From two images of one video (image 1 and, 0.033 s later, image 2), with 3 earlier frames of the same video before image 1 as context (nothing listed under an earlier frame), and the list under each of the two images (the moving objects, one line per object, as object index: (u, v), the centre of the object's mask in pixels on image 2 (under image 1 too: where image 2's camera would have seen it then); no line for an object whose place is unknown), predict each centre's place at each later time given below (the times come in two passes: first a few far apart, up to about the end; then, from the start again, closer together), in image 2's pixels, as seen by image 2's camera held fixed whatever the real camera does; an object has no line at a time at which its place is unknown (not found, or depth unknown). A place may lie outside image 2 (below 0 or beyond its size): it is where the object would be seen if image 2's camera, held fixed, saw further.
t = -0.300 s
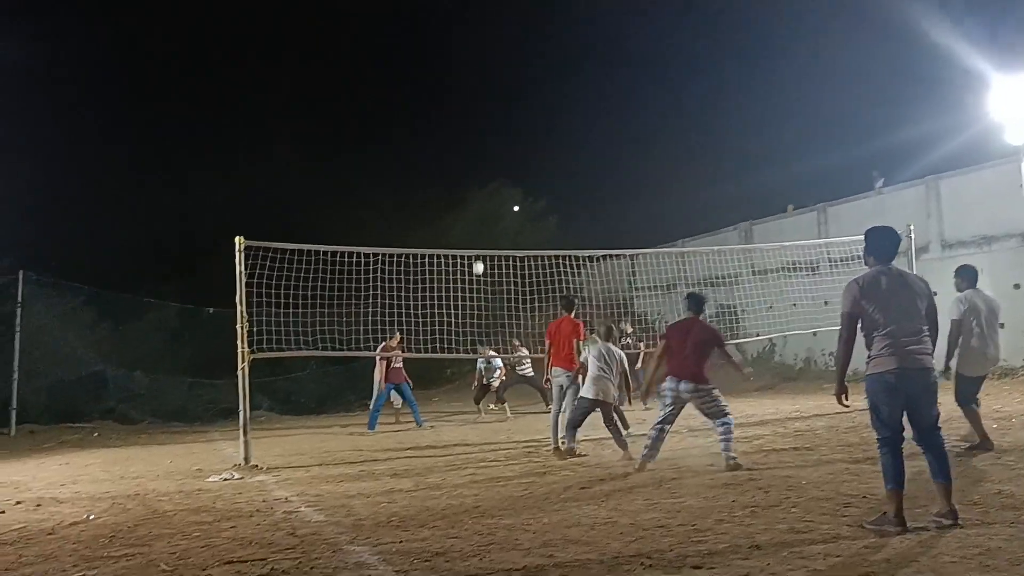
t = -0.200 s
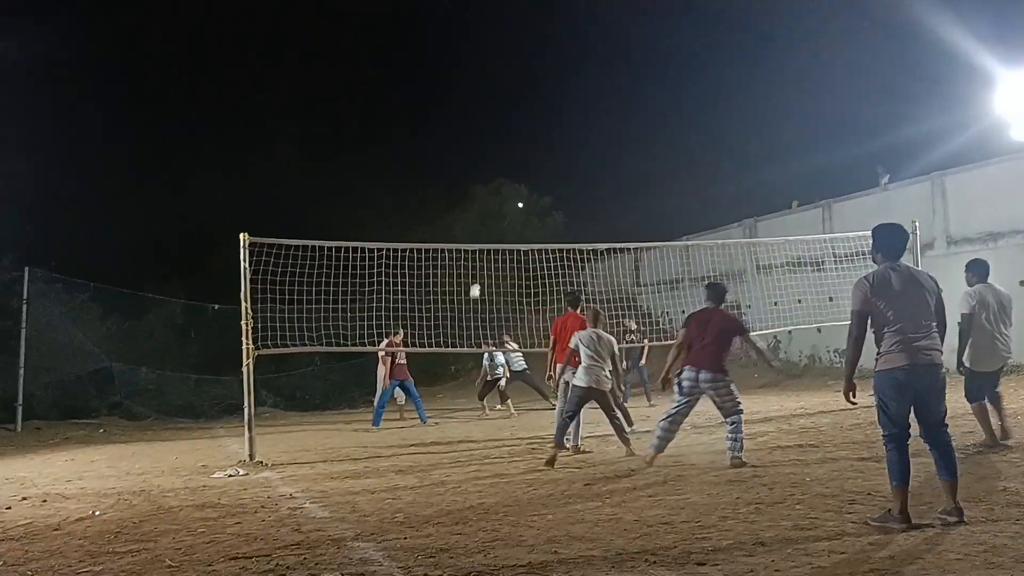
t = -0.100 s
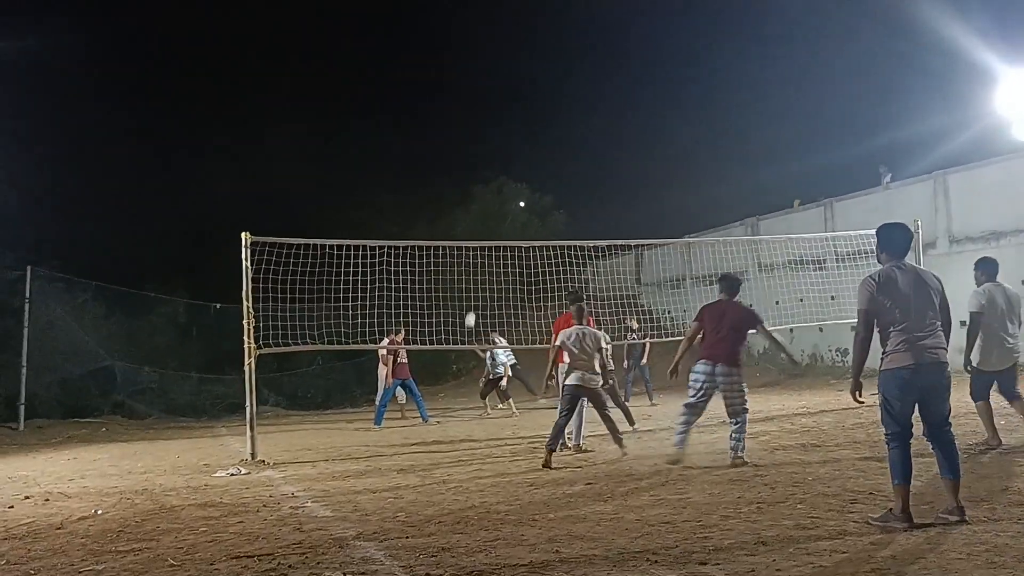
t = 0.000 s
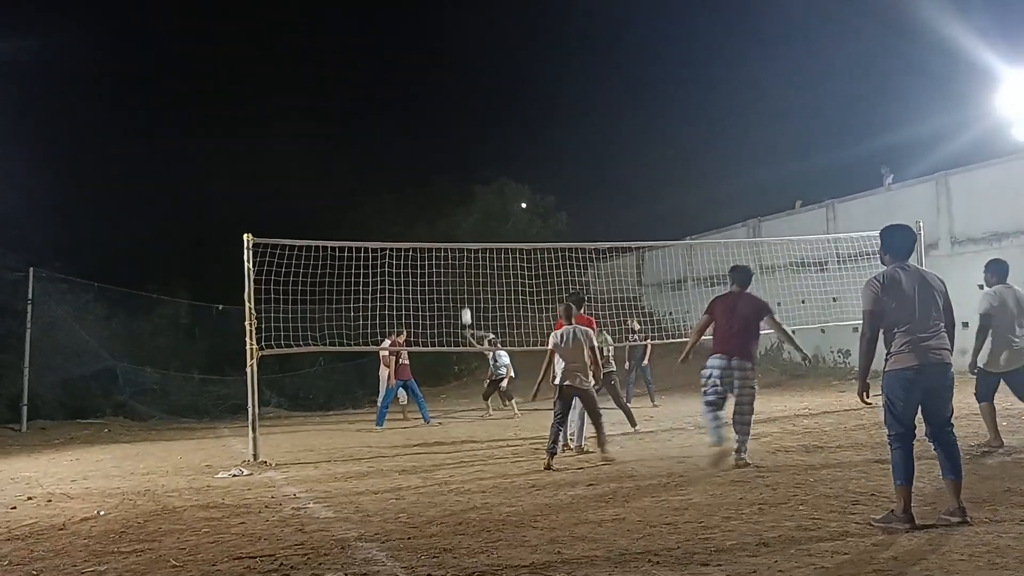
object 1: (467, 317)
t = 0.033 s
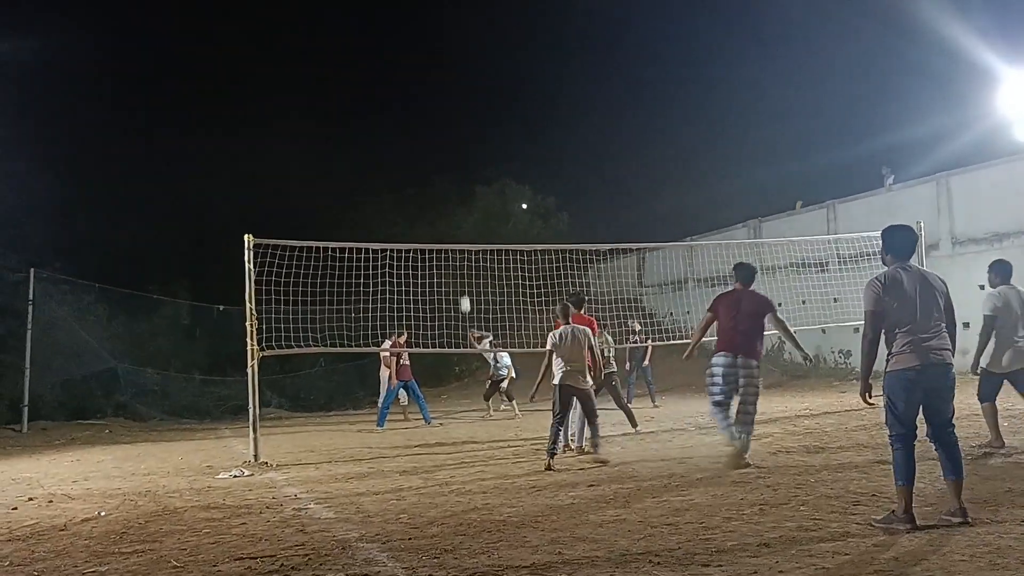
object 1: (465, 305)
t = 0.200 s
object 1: (456, 246)
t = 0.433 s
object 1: (443, 185)
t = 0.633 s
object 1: (435, 151)
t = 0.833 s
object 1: (427, 139)
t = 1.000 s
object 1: (420, 150)
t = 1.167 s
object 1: (411, 184)
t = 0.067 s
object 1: (464, 292)
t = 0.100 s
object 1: (462, 281)
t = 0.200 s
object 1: (456, 246)
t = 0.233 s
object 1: (455, 236)
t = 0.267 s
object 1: (453, 227)
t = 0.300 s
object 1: (450, 218)
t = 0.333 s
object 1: (448, 209)
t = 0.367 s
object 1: (446, 200)
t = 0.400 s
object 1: (445, 193)
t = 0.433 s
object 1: (443, 185)
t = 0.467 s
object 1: (442, 178)
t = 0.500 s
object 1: (441, 172)
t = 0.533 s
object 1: (439, 166)
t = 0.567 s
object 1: (437, 160)
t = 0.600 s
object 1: (436, 156)
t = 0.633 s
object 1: (435, 151)
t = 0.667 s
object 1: (433, 148)
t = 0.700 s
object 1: (432, 145)
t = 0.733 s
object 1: (431, 142)
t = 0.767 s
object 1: (429, 141)
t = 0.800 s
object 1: (428, 140)
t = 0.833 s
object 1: (427, 139)
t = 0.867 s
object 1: (426, 140)
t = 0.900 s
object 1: (425, 141)
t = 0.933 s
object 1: (423, 143)
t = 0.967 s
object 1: (422, 146)
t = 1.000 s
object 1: (420, 150)
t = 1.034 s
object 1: (419, 155)
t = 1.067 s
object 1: (417, 161)
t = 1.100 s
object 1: (415, 168)
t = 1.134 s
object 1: (413, 176)
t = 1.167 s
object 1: (411, 184)
